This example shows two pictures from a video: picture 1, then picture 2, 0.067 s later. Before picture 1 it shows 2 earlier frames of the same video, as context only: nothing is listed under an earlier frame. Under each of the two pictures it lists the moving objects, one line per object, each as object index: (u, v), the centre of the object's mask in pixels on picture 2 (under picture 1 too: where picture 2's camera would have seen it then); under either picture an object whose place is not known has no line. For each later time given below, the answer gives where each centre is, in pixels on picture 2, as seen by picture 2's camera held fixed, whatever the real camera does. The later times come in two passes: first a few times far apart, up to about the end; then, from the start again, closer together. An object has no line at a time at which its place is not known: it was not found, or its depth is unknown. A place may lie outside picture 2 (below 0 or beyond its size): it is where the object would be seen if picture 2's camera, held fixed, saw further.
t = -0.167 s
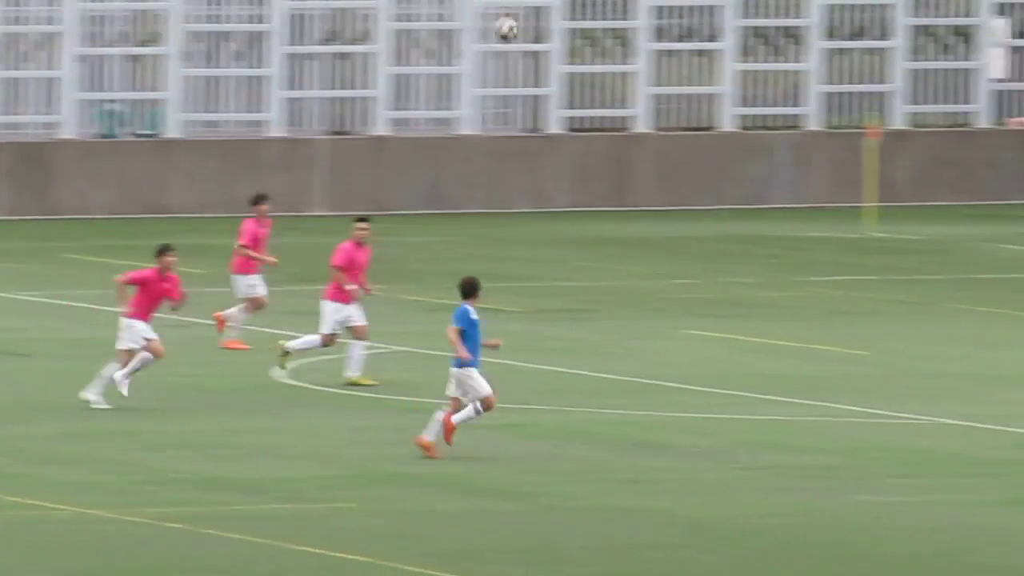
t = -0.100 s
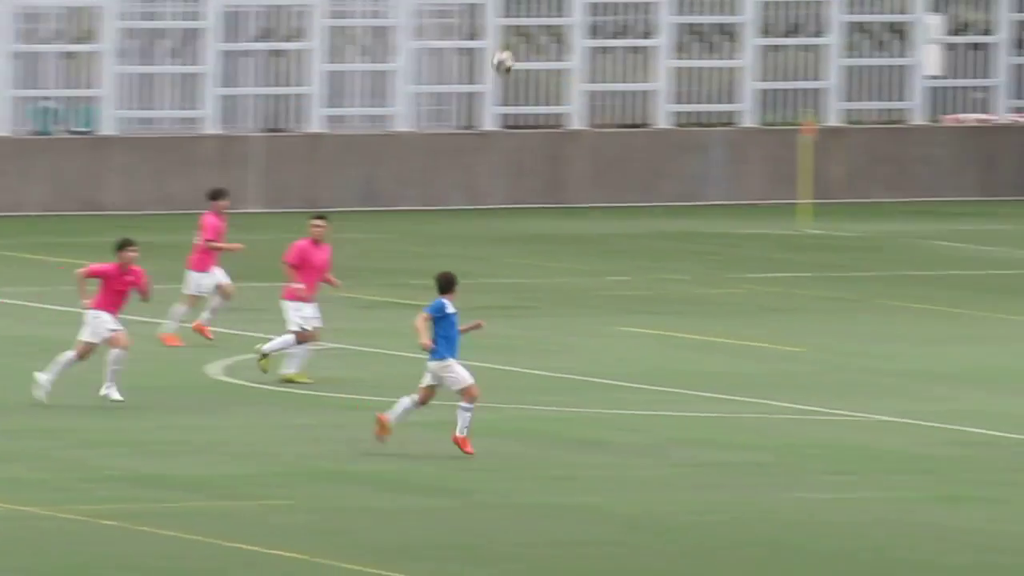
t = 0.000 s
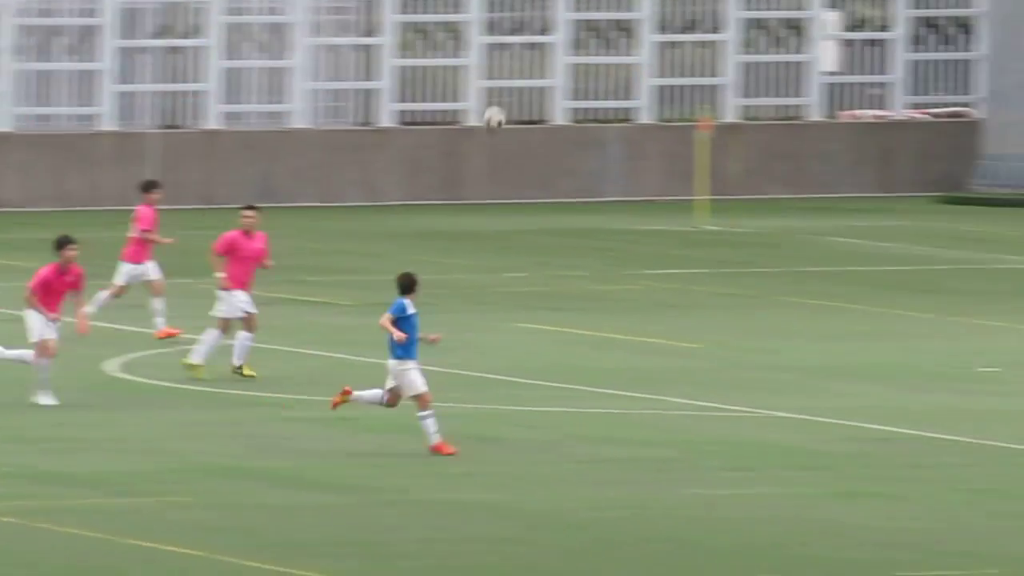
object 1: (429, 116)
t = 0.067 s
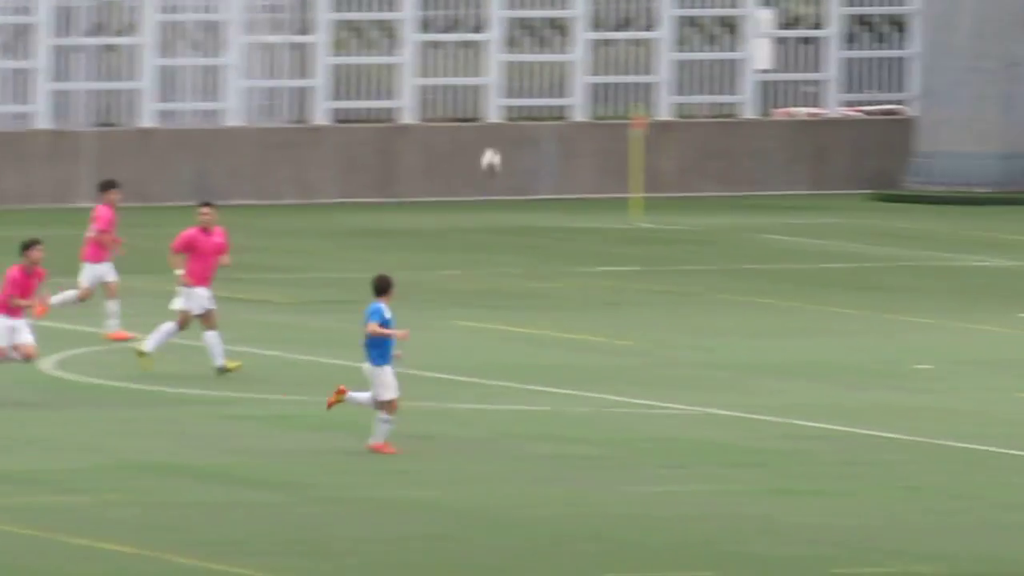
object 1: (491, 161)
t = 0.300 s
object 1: (709, 351)
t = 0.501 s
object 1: (835, 368)
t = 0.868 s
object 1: (958, 221)
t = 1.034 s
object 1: (1016, 201)
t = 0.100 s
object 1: (522, 185)
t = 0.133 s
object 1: (553, 210)
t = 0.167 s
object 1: (585, 237)
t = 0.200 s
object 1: (616, 264)
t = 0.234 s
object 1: (647, 291)
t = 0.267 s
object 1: (679, 322)
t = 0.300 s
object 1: (709, 351)
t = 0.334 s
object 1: (741, 382)
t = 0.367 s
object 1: (774, 412)
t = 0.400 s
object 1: (802, 433)
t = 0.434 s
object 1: (814, 410)
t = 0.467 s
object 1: (823, 388)
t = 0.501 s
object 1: (835, 368)
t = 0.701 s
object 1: (901, 270)
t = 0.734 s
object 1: (910, 258)
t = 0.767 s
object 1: (923, 247)
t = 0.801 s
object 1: (934, 237)
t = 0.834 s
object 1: (946, 228)
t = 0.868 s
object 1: (958, 221)
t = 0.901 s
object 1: (969, 214)
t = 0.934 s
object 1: (980, 209)
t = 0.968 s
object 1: (992, 206)
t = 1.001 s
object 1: (1004, 203)
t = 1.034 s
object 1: (1016, 201)
